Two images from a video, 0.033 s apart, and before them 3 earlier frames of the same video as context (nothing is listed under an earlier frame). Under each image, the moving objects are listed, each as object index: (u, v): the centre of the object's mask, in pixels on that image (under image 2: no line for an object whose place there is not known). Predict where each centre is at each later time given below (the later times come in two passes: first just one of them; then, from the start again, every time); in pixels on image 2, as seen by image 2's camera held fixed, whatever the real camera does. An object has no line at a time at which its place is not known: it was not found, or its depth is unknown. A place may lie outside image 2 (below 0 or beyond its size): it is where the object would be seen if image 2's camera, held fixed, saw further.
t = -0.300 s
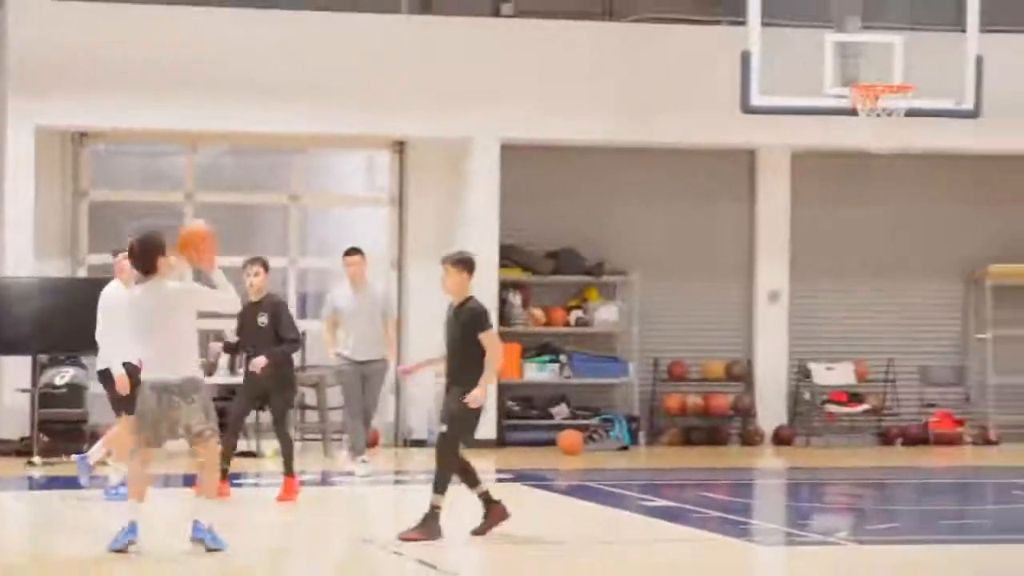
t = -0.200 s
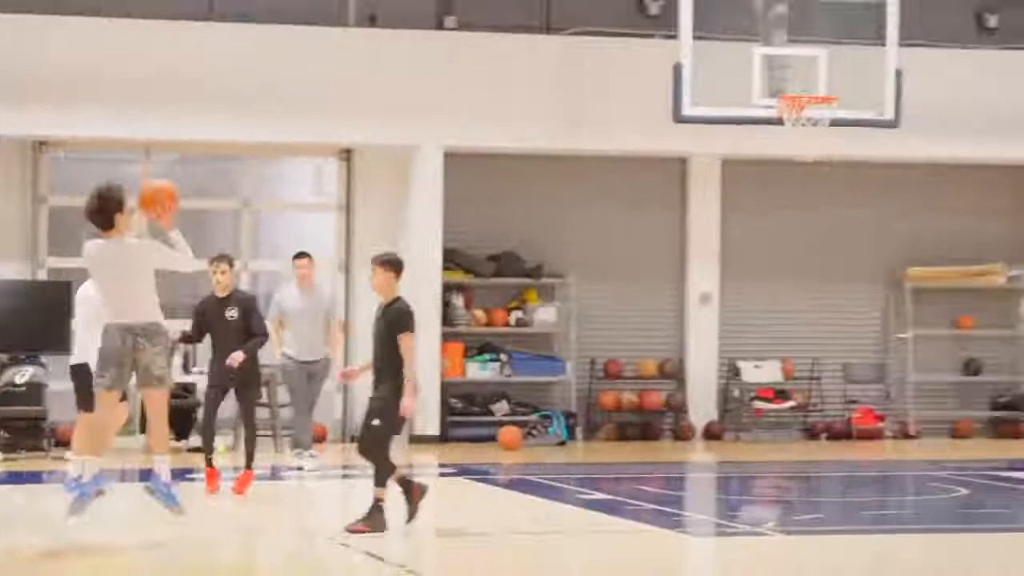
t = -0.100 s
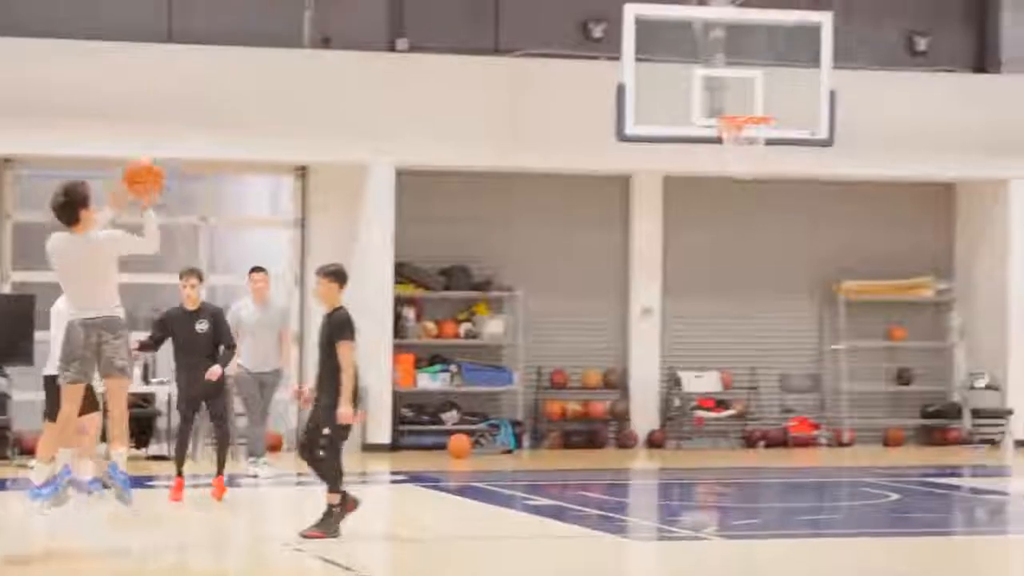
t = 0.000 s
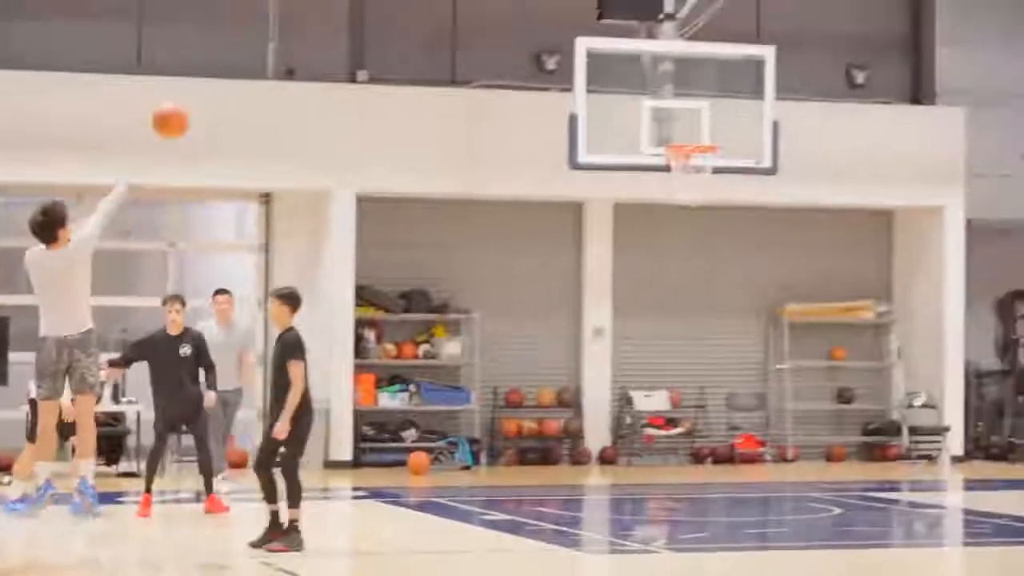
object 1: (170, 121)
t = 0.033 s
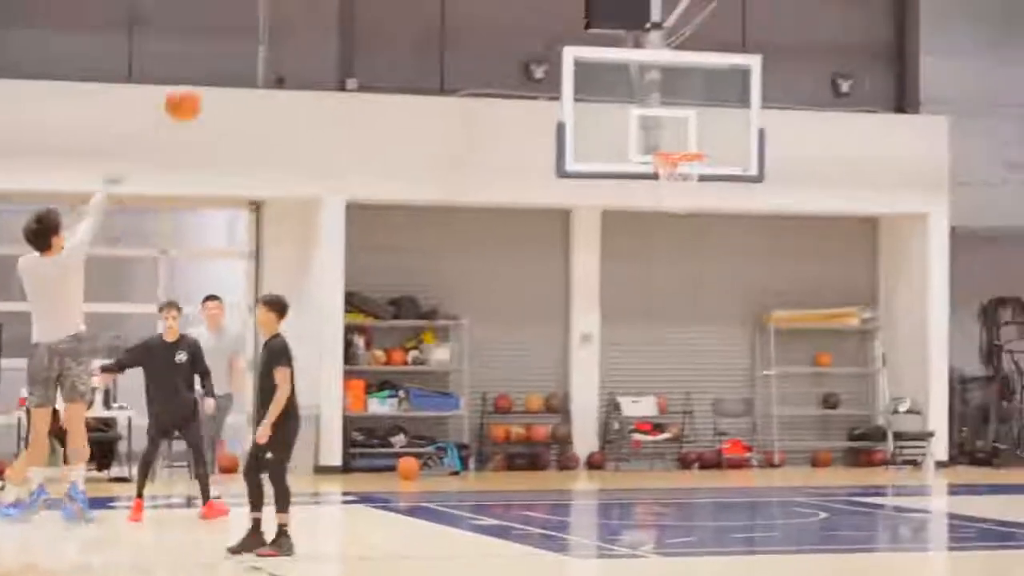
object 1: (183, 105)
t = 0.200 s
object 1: (281, 7)
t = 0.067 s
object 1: (202, 80)
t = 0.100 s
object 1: (222, 59)
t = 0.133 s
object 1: (242, 40)
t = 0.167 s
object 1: (263, 22)
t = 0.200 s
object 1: (281, 7)
